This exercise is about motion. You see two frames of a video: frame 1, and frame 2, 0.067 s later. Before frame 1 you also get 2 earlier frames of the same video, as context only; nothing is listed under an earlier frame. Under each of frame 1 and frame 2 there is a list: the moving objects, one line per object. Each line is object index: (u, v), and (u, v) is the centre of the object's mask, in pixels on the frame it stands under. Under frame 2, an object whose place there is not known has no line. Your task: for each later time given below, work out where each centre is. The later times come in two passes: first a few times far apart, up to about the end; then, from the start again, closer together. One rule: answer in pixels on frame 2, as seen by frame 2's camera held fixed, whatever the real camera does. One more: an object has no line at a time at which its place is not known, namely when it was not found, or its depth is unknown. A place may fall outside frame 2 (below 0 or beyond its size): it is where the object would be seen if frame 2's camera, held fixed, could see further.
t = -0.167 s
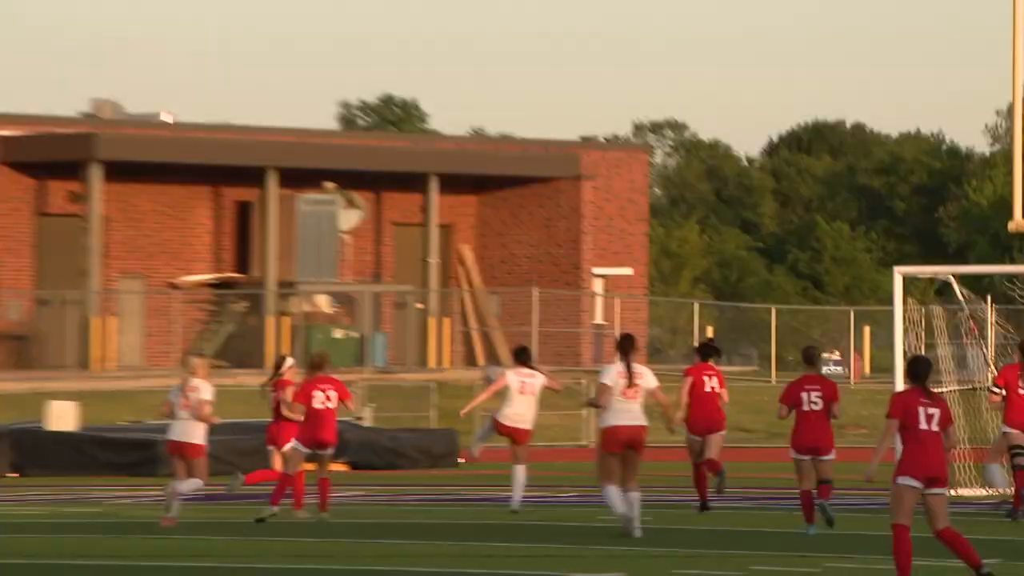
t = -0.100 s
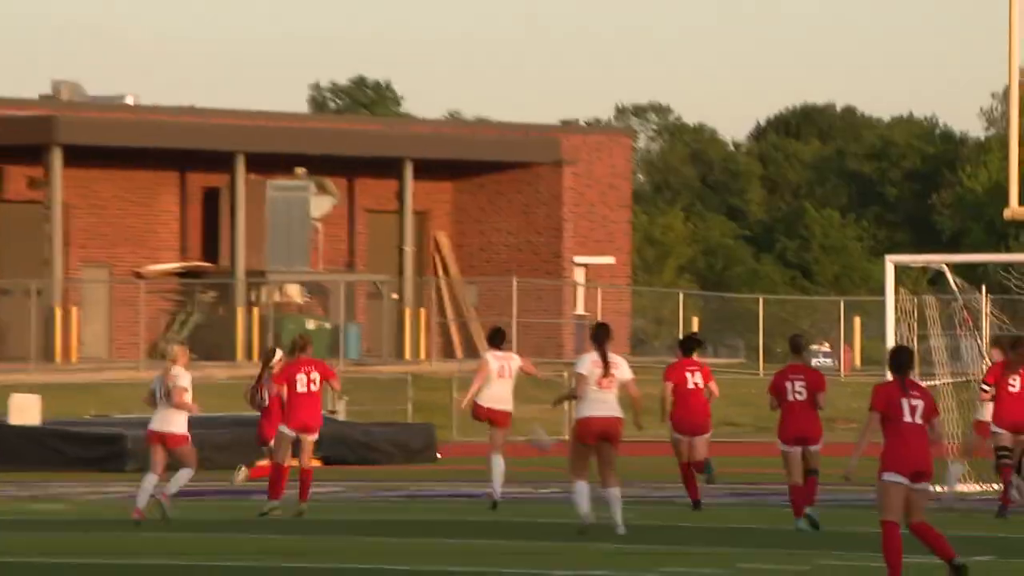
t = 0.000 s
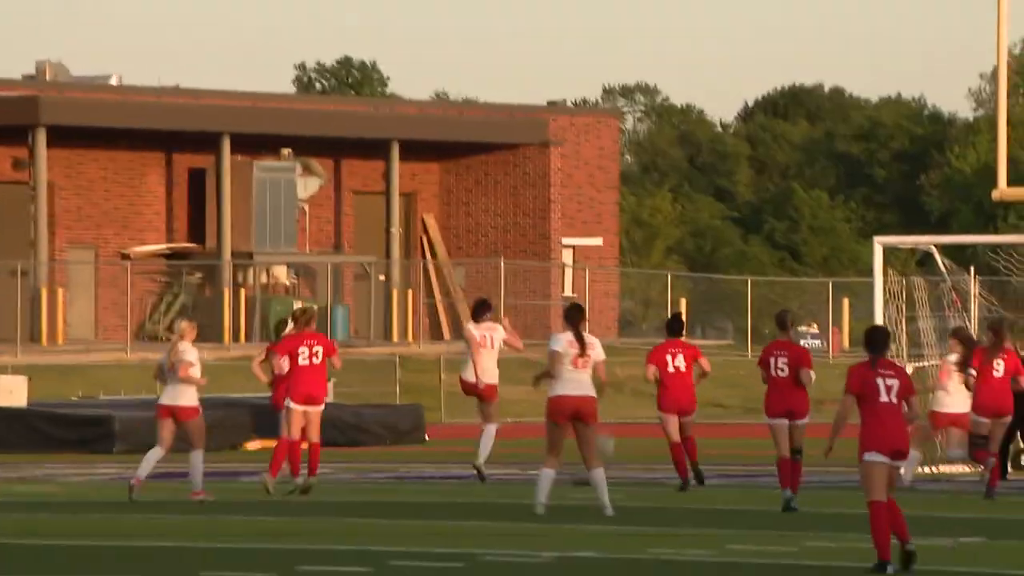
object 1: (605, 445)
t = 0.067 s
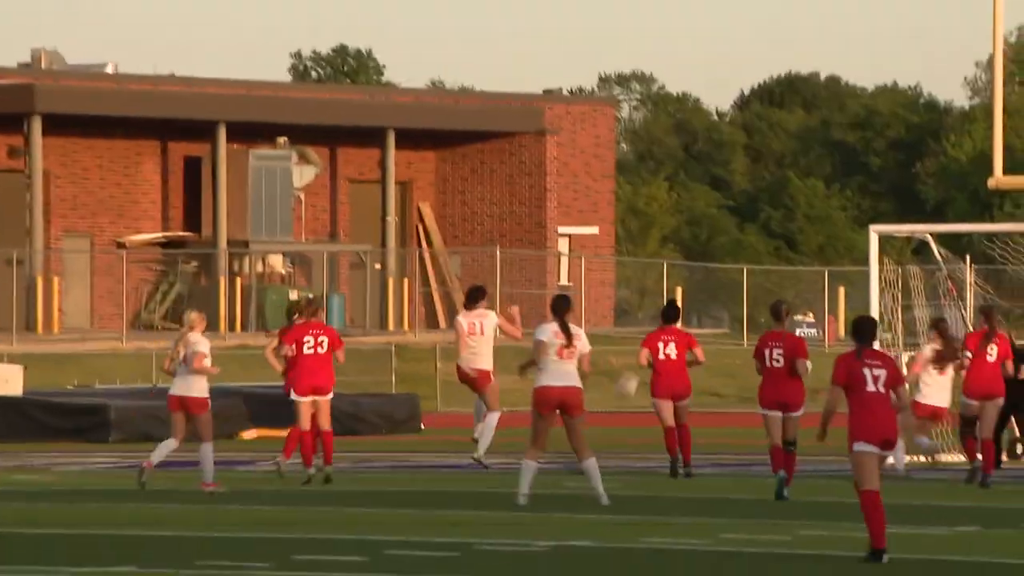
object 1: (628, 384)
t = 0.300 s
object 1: (722, 254)
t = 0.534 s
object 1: (819, 184)
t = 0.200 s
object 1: (681, 302)
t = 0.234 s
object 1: (695, 286)
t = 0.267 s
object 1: (709, 269)
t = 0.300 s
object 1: (722, 254)
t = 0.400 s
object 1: (763, 218)
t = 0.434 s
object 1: (777, 207)
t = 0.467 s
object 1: (791, 199)
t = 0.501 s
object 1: (805, 191)
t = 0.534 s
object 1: (819, 184)
